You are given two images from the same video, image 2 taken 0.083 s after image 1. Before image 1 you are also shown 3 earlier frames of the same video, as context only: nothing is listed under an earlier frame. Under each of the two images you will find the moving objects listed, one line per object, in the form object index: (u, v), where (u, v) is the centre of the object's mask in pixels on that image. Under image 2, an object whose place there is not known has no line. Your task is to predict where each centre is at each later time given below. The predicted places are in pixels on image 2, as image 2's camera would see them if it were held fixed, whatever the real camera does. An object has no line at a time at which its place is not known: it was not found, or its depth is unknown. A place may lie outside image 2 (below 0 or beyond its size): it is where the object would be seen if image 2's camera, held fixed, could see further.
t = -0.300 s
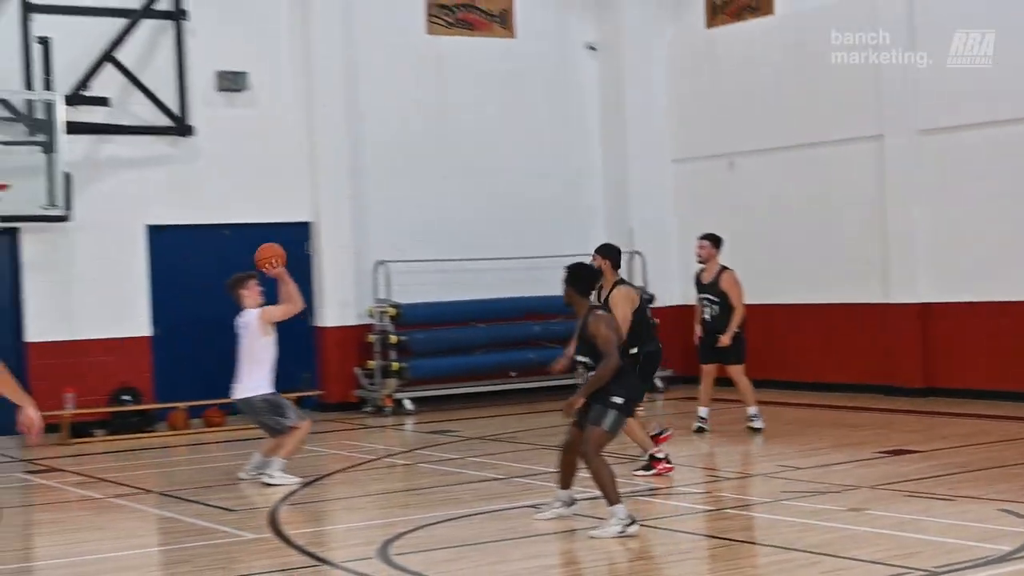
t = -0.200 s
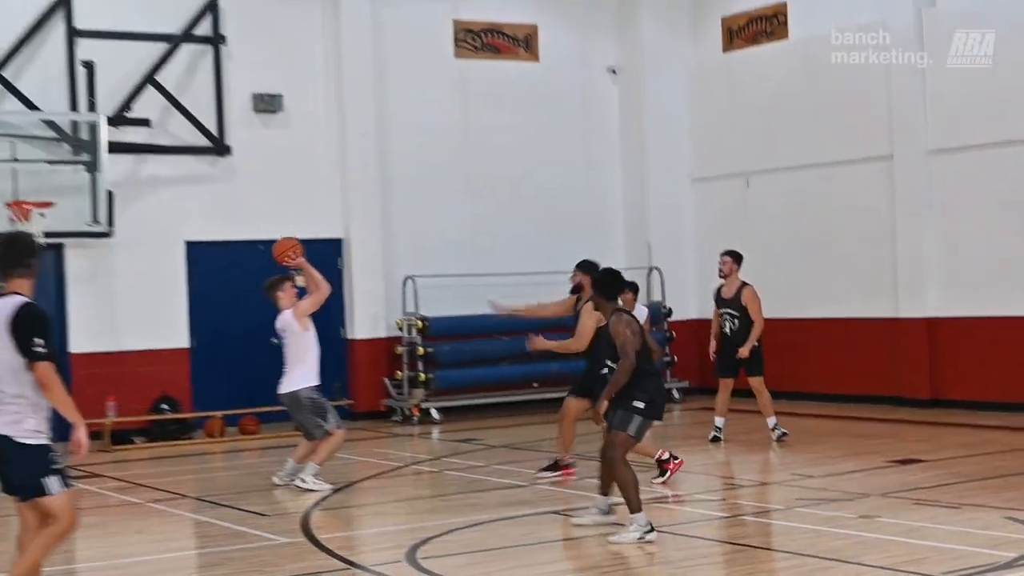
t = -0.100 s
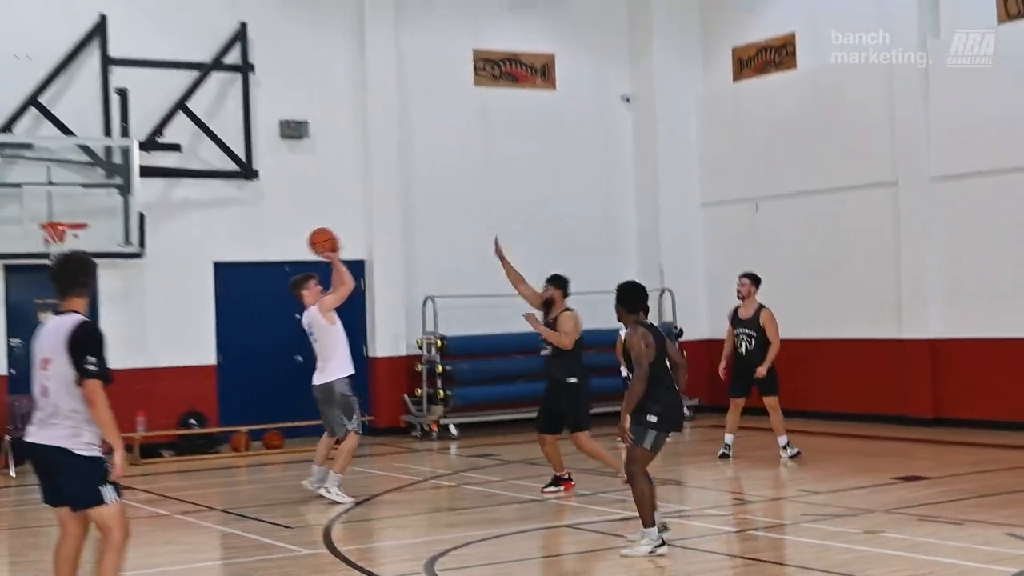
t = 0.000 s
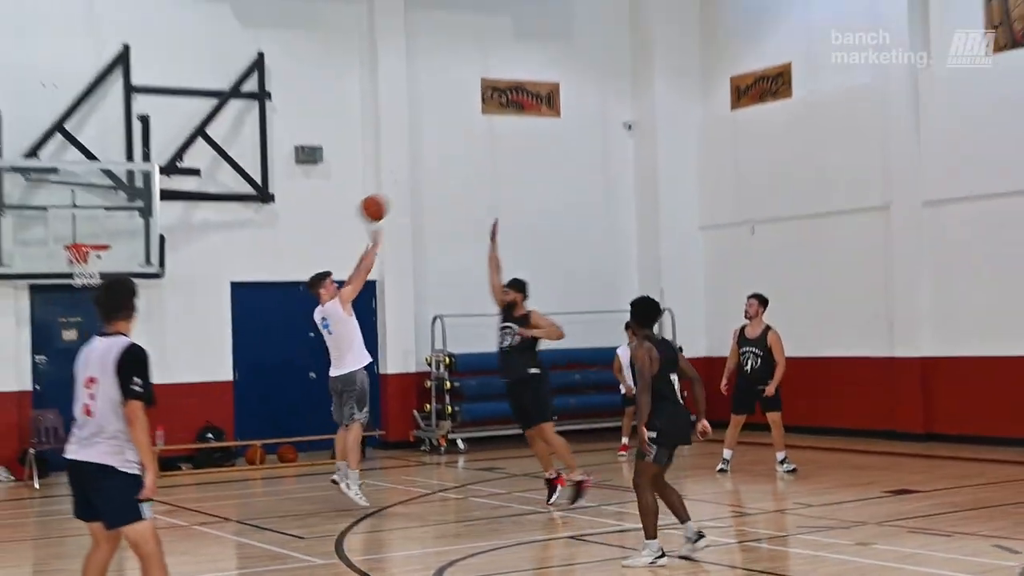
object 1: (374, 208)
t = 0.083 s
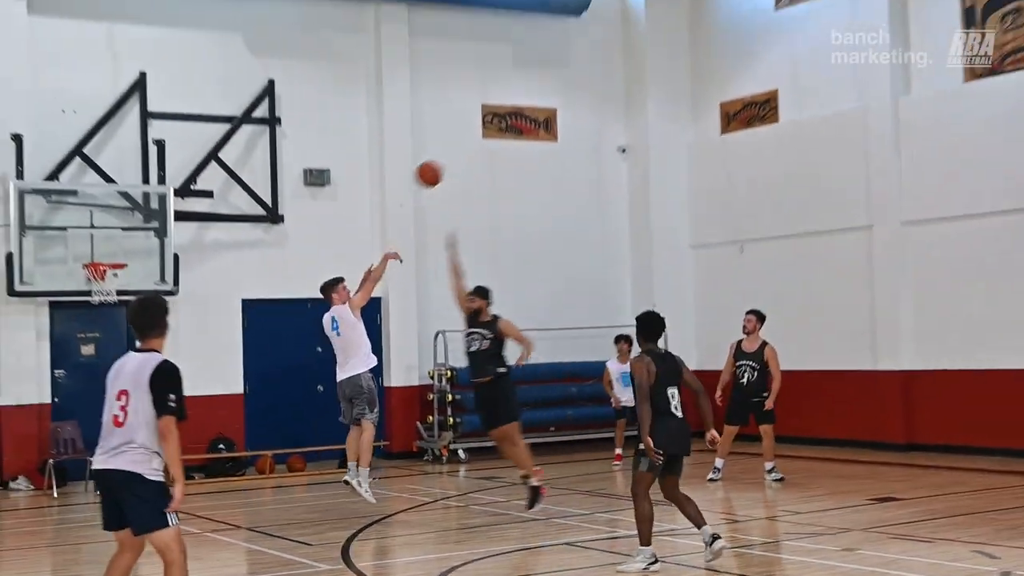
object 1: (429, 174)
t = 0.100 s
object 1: (439, 164)
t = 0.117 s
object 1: (449, 155)
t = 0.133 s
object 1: (460, 143)
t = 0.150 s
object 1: (470, 135)
